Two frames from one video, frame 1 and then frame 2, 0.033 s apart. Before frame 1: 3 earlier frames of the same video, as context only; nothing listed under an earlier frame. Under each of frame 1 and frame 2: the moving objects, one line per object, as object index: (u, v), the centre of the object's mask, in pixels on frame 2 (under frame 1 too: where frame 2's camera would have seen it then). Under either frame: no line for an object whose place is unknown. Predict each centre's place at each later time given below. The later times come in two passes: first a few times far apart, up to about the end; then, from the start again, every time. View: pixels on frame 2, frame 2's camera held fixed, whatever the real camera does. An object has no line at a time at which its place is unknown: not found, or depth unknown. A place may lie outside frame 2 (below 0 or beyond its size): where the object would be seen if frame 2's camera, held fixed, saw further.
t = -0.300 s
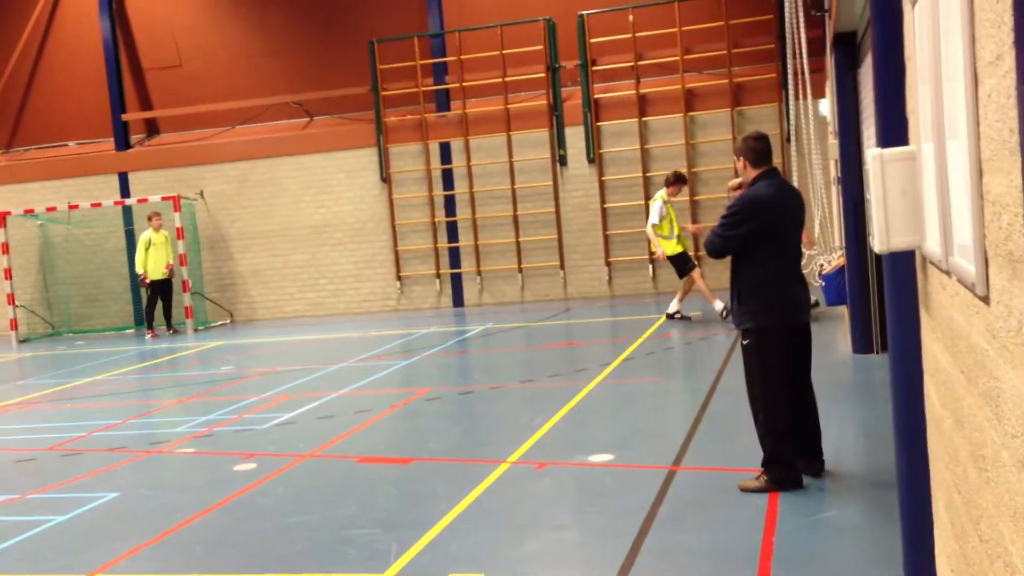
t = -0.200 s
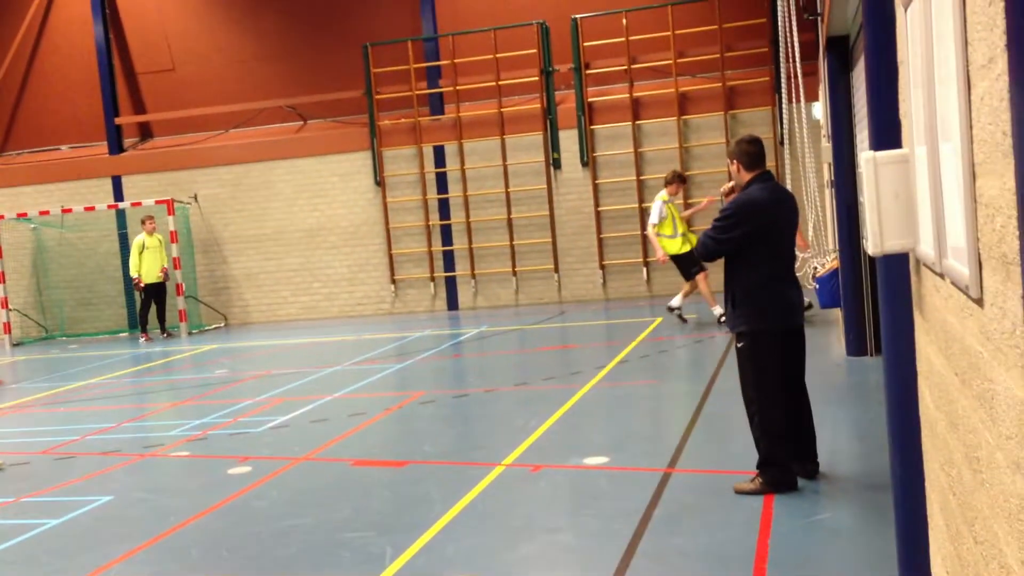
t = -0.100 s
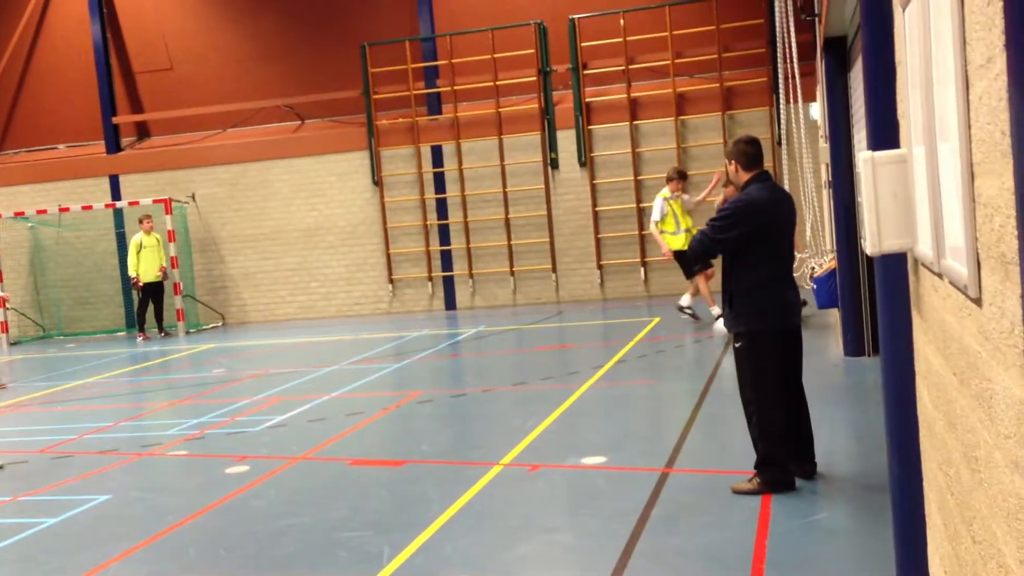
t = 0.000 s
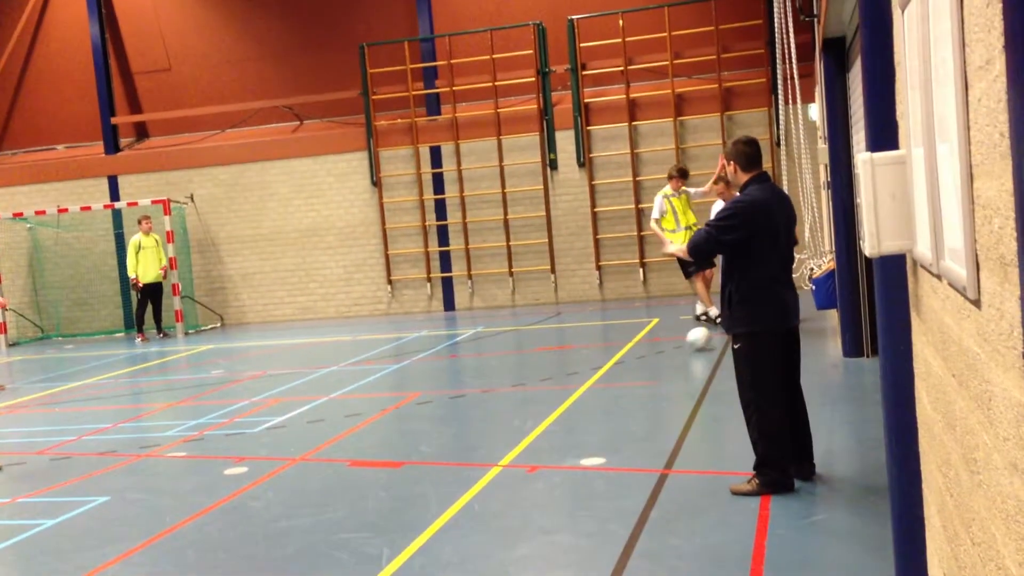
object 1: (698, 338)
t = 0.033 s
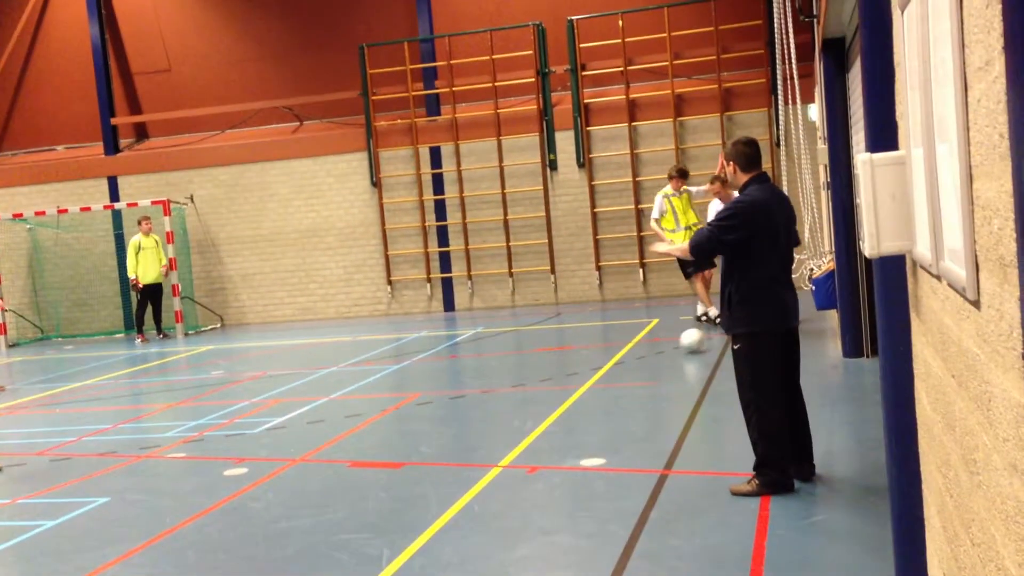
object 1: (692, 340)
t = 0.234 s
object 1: (653, 352)
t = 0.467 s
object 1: (608, 365)
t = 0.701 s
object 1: (560, 380)
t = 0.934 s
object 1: (506, 395)
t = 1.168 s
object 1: (446, 412)
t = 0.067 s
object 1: (685, 343)
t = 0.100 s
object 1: (677, 345)
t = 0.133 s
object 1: (671, 347)
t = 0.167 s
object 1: (665, 349)
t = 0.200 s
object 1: (659, 351)
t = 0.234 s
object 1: (653, 352)
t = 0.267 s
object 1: (647, 354)
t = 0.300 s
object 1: (640, 356)
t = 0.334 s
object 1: (634, 358)
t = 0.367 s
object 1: (628, 360)
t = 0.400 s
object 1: (622, 361)
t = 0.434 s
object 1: (615, 363)
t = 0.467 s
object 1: (608, 365)
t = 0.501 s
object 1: (602, 367)
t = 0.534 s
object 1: (594, 368)
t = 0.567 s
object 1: (588, 371)
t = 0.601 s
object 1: (581, 373)
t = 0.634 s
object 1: (574, 375)
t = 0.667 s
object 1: (567, 378)
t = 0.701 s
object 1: (560, 380)
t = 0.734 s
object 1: (552, 381)
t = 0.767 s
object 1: (544, 383)
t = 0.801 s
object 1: (537, 385)
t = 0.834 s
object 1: (530, 389)
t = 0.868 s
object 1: (522, 390)
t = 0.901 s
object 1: (514, 393)
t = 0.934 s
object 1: (506, 395)
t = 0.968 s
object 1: (497, 397)
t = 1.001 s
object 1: (489, 399)
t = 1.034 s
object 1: (481, 402)
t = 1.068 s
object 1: (472, 405)
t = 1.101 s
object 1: (464, 407)
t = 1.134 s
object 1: (455, 410)
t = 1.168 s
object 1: (446, 412)
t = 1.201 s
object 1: (436, 414)
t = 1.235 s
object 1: (428, 417)
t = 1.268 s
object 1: (418, 420)
